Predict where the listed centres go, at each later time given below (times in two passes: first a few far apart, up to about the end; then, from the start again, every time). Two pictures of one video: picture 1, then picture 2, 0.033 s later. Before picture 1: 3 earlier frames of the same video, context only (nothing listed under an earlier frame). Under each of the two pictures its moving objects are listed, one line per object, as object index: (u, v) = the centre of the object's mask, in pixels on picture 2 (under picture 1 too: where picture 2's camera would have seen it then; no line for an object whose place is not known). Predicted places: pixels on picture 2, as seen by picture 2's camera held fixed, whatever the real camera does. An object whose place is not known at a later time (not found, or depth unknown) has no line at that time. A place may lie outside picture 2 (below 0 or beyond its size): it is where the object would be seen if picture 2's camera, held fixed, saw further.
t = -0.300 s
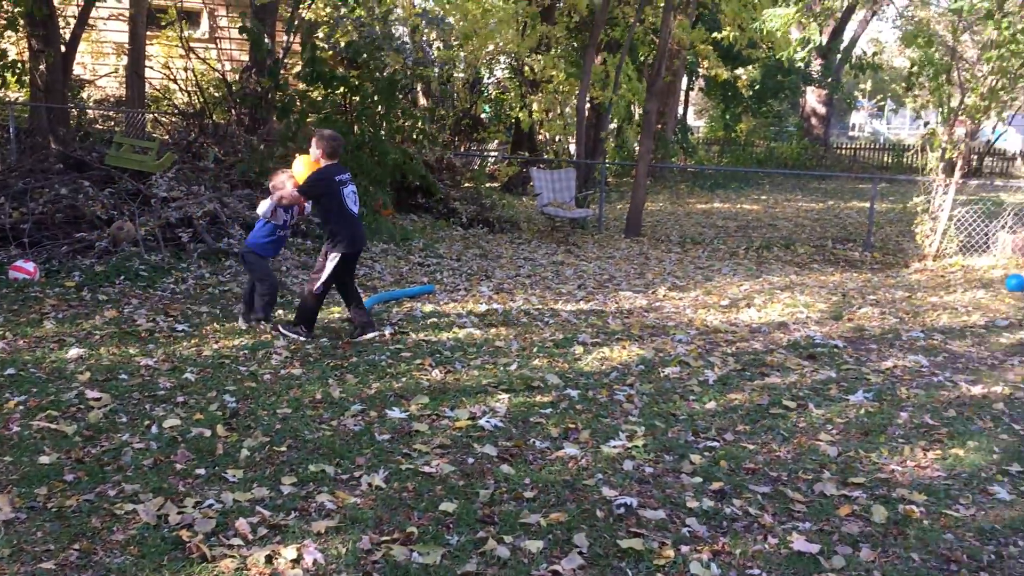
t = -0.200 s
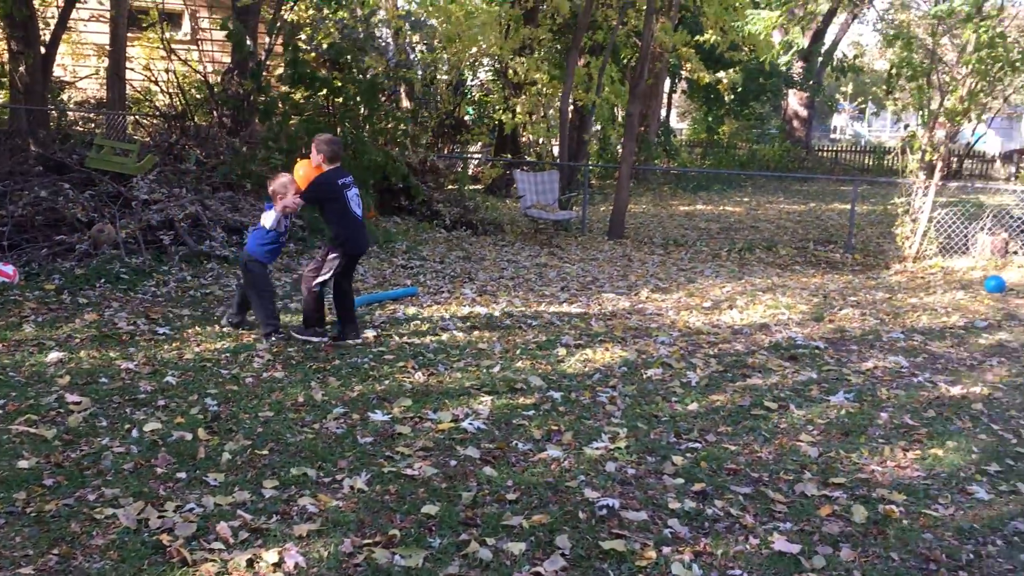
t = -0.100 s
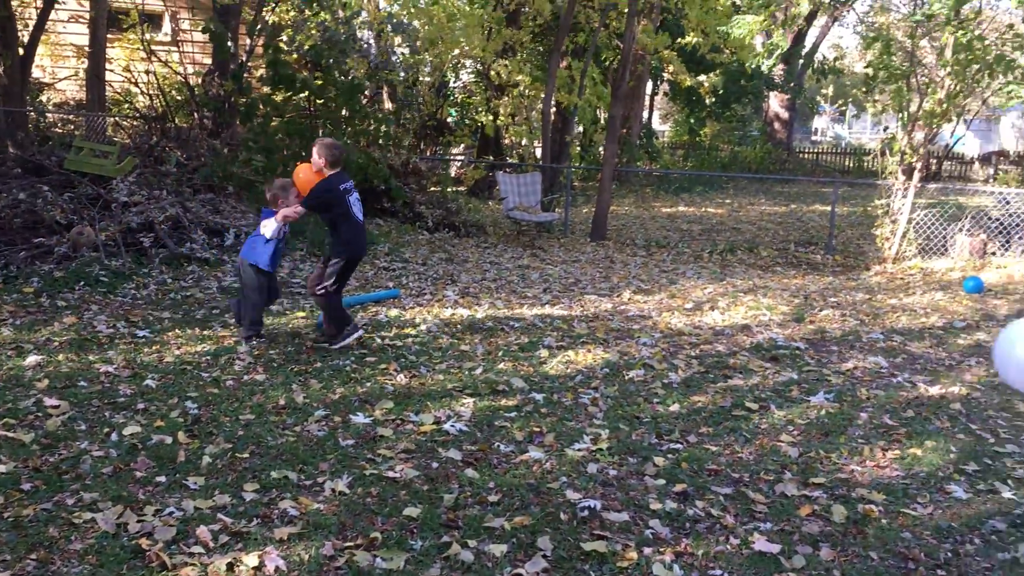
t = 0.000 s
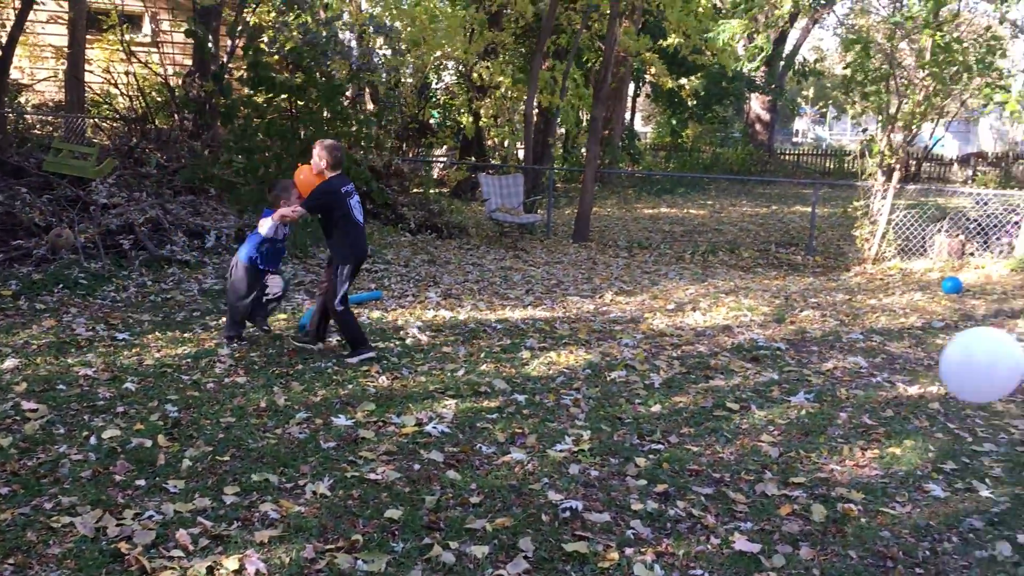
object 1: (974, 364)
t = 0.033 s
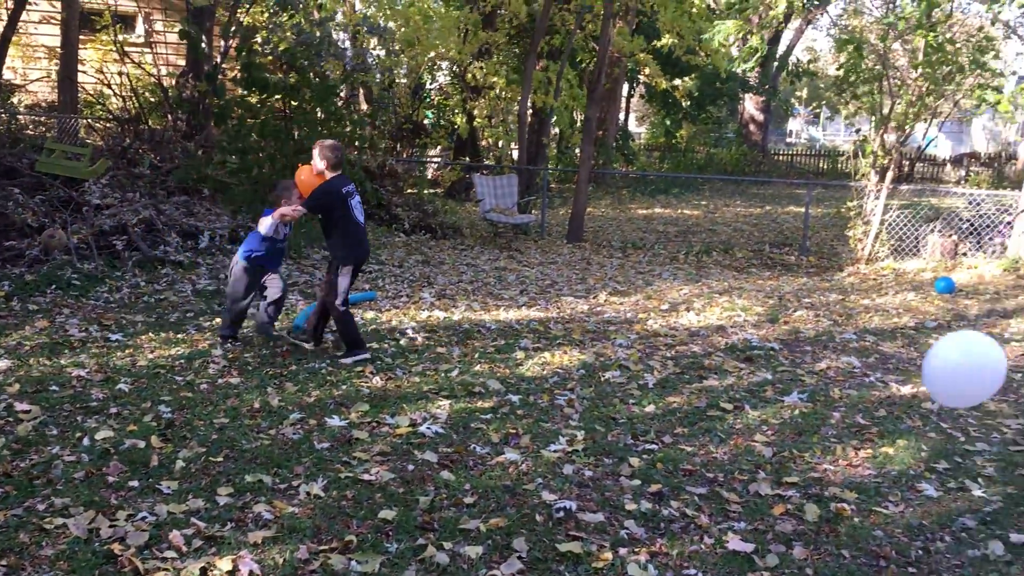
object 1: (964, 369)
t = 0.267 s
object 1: (878, 417)
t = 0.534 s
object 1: (741, 498)
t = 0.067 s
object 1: (954, 374)
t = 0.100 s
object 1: (943, 380)
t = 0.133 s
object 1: (931, 386)
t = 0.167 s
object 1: (918, 393)
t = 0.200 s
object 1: (905, 400)
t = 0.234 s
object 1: (891, 408)
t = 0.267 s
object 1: (878, 417)
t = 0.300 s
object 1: (863, 426)
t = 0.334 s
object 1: (847, 436)
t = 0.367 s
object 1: (831, 446)
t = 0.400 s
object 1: (814, 456)
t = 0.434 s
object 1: (796, 467)
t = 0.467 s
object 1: (778, 477)
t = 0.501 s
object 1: (759, 488)
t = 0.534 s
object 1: (741, 498)
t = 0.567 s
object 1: (723, 508)
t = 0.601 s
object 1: (704, 519)
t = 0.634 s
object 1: (688, 530)
